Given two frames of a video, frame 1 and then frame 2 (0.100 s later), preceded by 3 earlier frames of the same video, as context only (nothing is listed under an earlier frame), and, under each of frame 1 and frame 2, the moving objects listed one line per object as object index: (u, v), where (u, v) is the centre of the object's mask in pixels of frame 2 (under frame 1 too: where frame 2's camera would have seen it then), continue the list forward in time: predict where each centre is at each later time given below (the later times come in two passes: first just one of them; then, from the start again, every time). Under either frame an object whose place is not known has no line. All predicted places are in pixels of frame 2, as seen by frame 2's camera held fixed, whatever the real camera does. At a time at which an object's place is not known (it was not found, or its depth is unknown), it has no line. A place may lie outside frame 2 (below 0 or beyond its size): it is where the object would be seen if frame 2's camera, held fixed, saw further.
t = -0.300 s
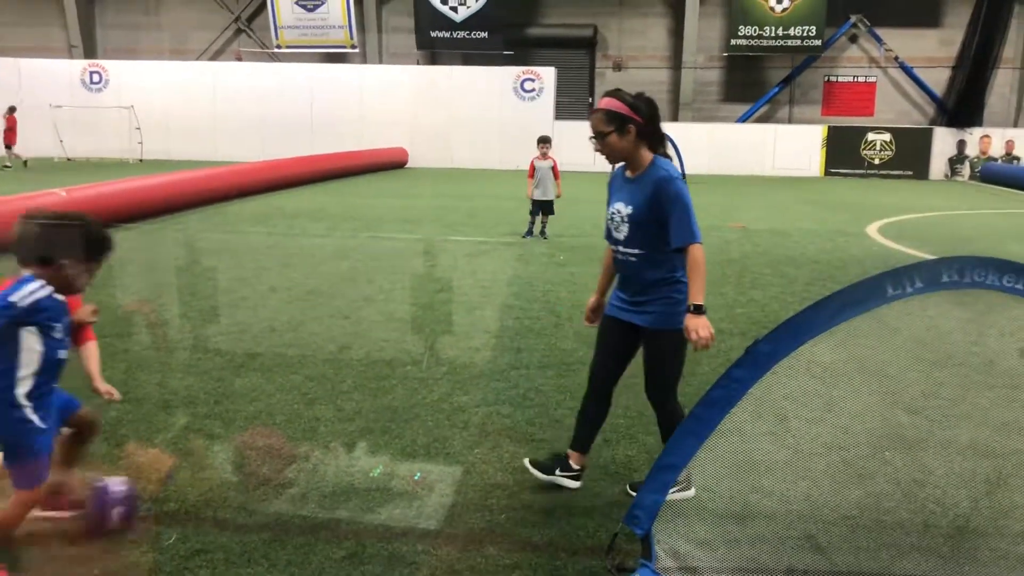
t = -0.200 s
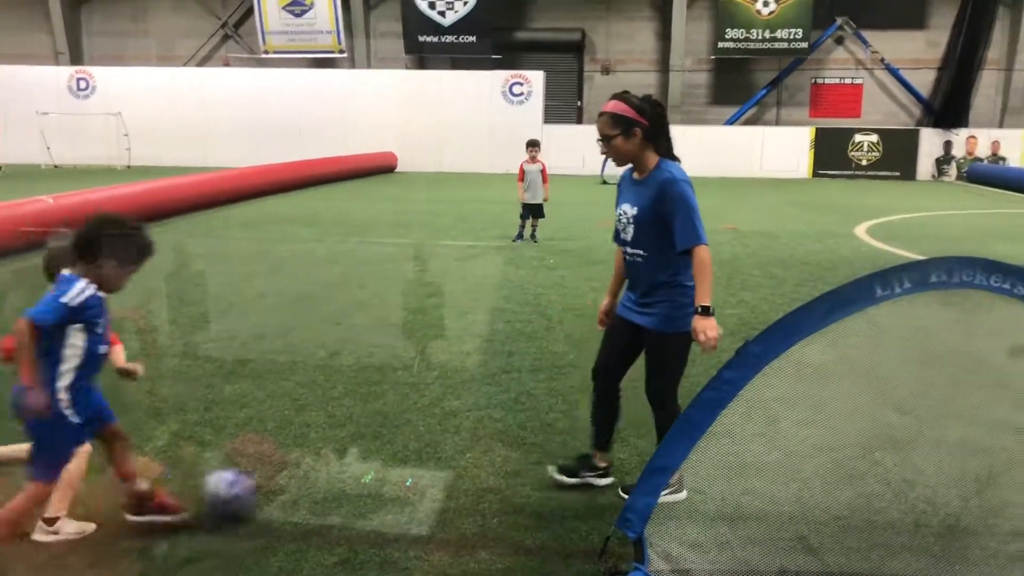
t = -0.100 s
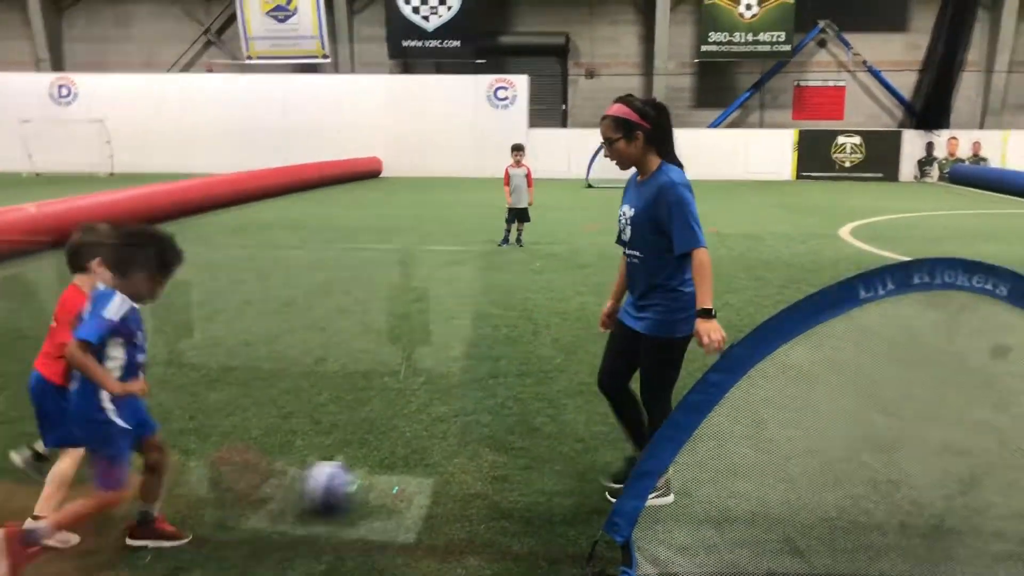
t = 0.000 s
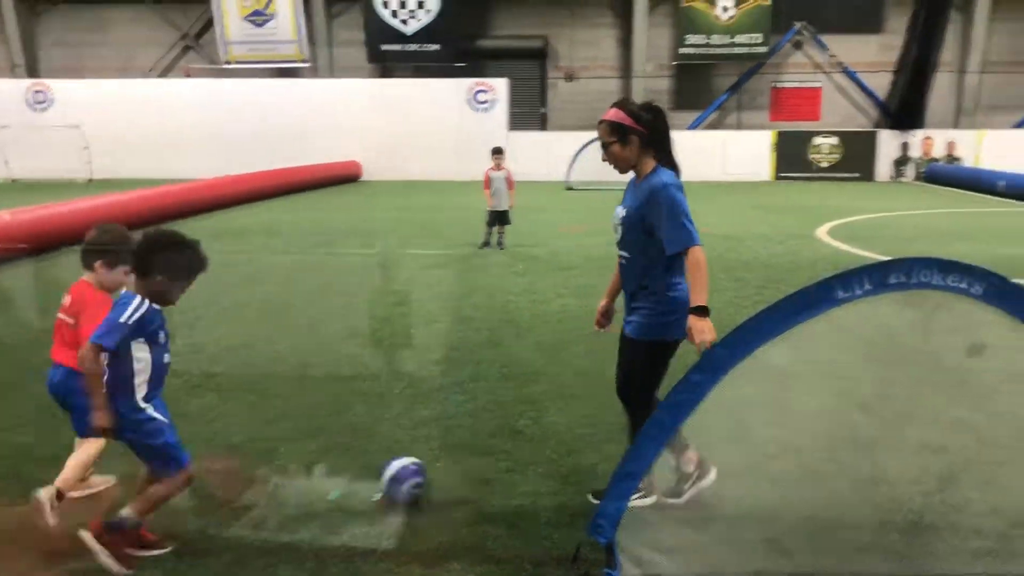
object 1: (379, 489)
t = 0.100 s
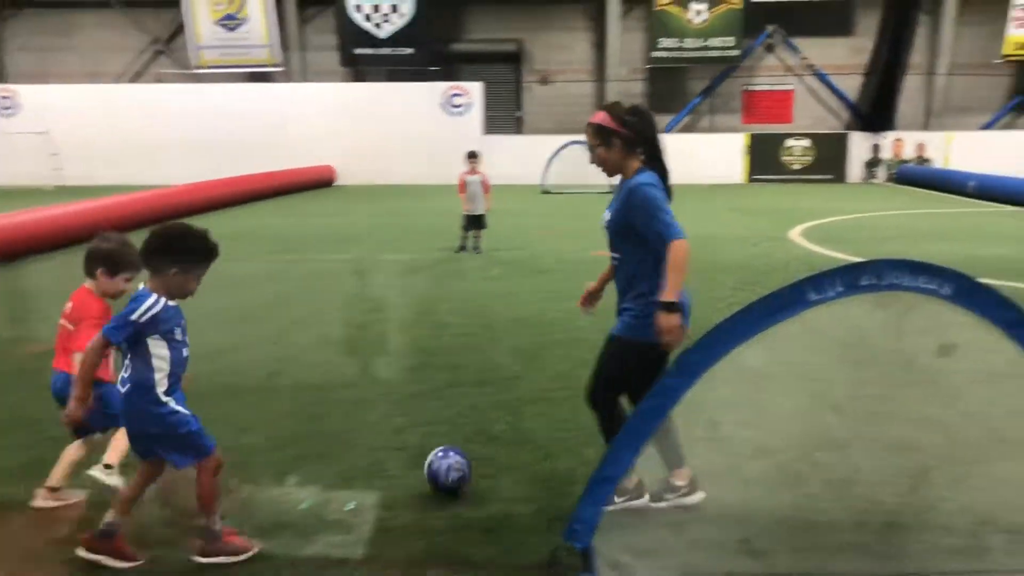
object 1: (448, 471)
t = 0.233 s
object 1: (527, 458)
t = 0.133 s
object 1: (468, 468)
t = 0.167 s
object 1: (490, 465)
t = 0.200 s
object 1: (509, 459)
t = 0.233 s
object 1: (527, 458)
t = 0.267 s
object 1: (544, 453)
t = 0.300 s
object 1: (559, 446)
